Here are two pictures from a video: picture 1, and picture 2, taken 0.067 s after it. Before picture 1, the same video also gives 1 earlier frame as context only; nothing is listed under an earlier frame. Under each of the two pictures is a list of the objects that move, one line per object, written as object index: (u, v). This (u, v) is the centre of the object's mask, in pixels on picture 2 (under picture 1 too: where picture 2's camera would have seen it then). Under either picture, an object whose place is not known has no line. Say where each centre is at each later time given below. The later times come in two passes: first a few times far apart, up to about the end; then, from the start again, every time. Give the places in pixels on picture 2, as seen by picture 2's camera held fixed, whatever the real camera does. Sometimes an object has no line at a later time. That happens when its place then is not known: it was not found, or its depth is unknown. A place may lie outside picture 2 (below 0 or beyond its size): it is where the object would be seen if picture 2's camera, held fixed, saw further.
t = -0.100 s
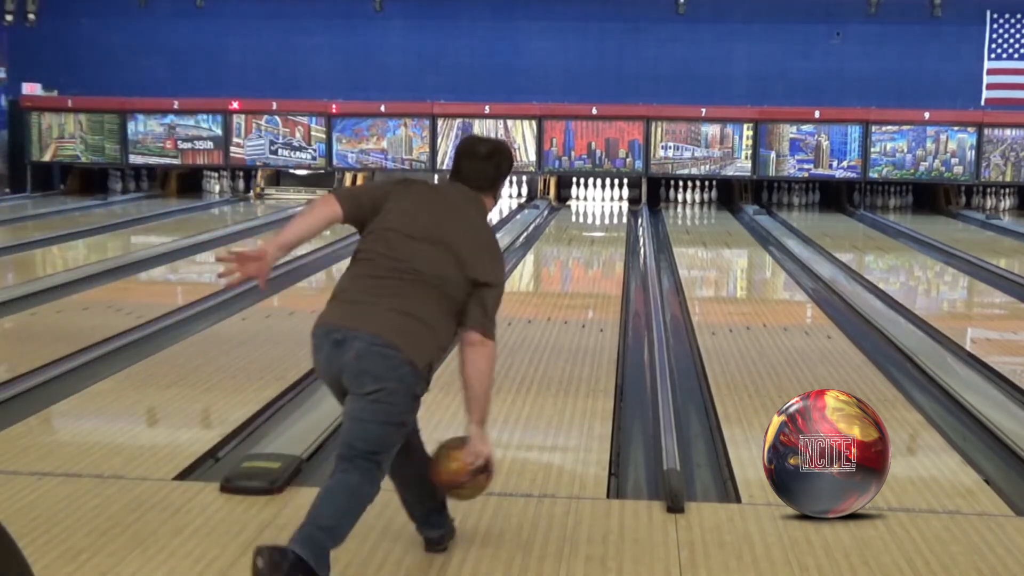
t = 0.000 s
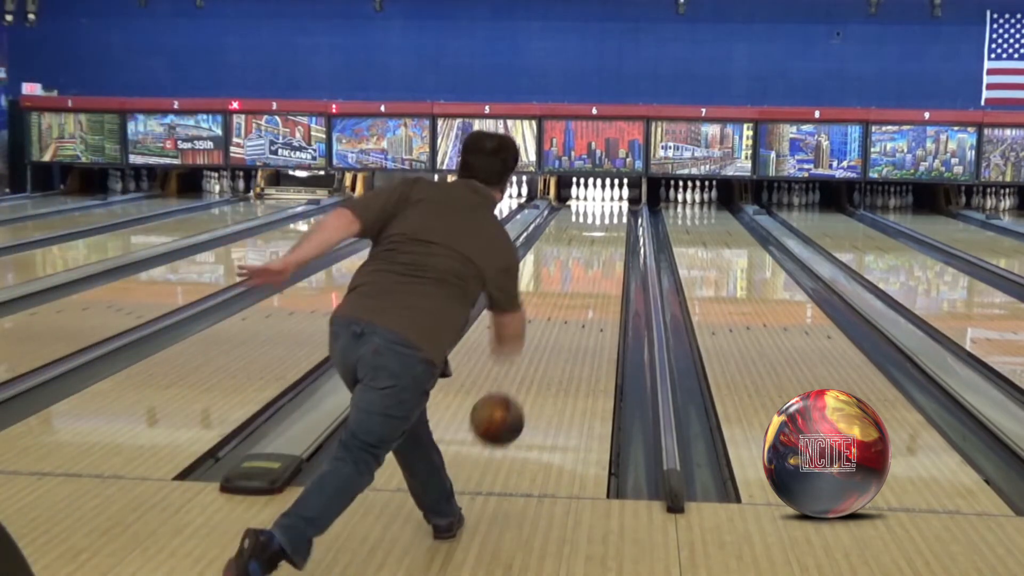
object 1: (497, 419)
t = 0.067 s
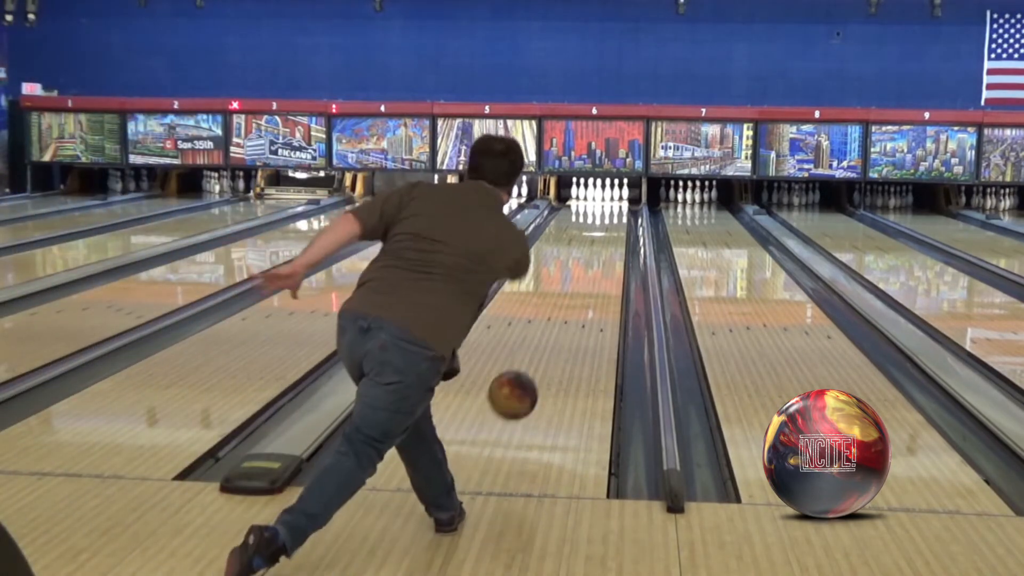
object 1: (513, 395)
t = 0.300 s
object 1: (550, 364)
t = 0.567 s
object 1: (576, 312)
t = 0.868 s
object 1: (593, 274)
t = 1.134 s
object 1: (603, 251)
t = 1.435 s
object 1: (611, 232)
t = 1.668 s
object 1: (613, 221)
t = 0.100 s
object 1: (519, 388)
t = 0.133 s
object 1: (526, 383)
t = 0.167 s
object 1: (531, 381)
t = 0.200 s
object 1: (536, 382)
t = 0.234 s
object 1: (541, 383)
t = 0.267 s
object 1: (545, 373)
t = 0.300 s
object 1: (550, 364)
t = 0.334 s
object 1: (554, 356)
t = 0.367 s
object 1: (558, 348)
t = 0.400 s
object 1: (561, 341)
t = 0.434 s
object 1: (564, 335)
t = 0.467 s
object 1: (567, 328)
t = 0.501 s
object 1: (570, 323)
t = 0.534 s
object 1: (573, 317)
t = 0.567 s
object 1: (576, 312)
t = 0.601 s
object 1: (578, 307)
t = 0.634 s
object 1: (580, 303)
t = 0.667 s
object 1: (582, 298)
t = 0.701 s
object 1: (584, 294)
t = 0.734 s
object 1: (586, 291)
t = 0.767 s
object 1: (588, 295)
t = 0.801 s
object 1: (592, 277)
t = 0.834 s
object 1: (592, 277)
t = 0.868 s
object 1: (593, 274)
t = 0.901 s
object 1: (595, 271)
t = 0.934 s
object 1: (596, 267)
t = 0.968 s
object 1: (597, 264)
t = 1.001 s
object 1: (599, 262)
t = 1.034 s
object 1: (600, 259)
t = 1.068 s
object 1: (601, 256)
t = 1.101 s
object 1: (602, 254)
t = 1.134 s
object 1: (603, 251)
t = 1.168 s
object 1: (604, 248)
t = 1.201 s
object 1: (605, 246)
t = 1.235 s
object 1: (606, 244)
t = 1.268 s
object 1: (607, 242)
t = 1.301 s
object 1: (608, 239)
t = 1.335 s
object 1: (609, 237)
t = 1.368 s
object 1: (609, 236)
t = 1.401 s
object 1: (610, 234)
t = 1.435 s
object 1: (611, 232)
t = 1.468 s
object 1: (611, 230)
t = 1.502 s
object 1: (612, 229)
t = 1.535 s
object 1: (612, 227)
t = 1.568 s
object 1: (612, 225)
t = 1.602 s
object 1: (613, 224)
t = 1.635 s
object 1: (613, 223)
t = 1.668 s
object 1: (613, 221)
